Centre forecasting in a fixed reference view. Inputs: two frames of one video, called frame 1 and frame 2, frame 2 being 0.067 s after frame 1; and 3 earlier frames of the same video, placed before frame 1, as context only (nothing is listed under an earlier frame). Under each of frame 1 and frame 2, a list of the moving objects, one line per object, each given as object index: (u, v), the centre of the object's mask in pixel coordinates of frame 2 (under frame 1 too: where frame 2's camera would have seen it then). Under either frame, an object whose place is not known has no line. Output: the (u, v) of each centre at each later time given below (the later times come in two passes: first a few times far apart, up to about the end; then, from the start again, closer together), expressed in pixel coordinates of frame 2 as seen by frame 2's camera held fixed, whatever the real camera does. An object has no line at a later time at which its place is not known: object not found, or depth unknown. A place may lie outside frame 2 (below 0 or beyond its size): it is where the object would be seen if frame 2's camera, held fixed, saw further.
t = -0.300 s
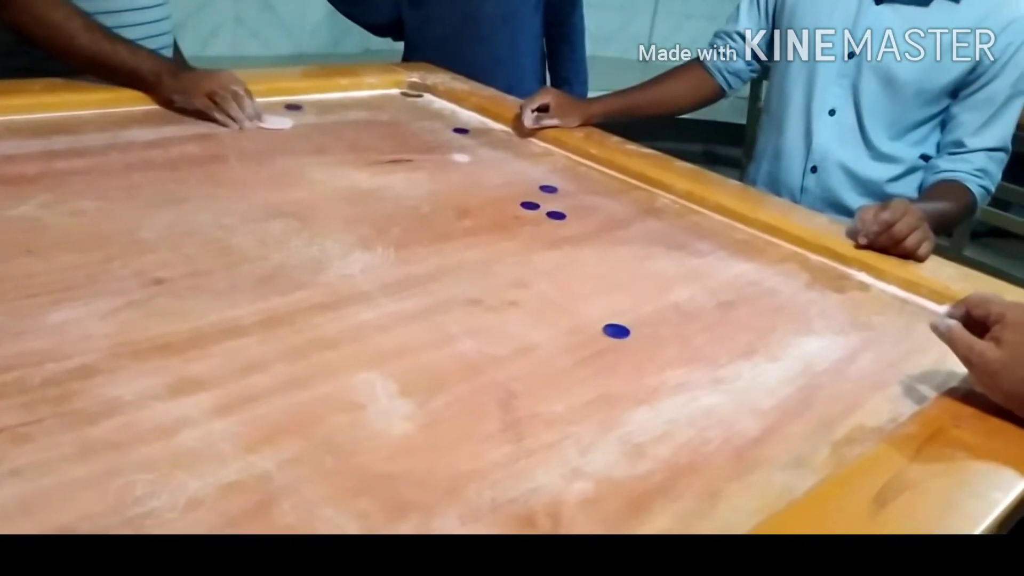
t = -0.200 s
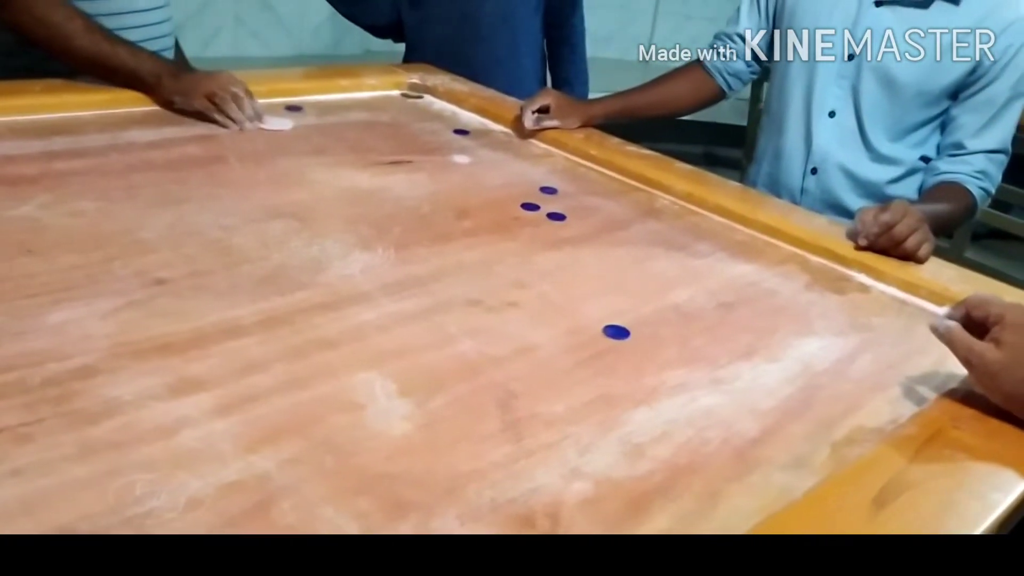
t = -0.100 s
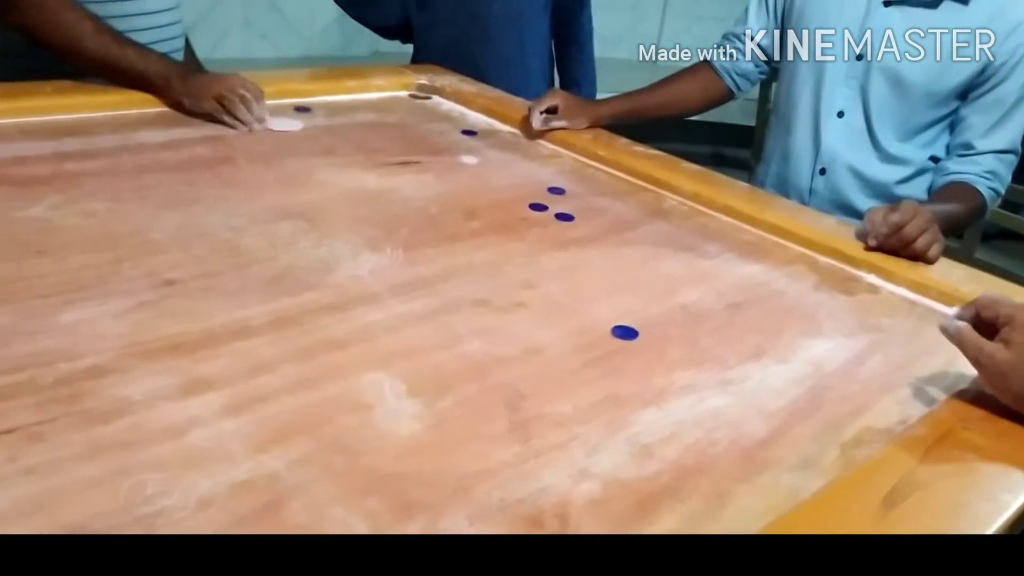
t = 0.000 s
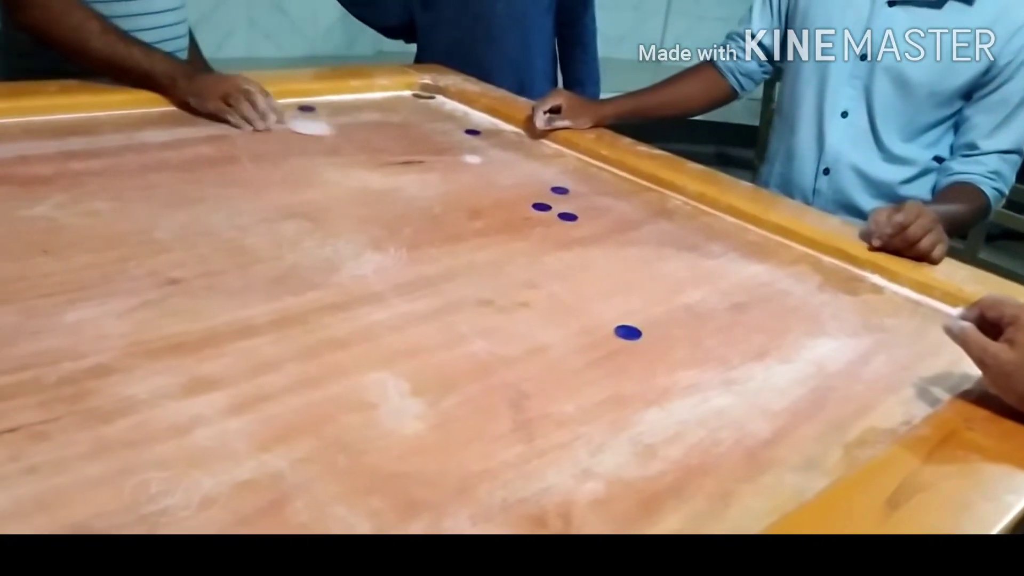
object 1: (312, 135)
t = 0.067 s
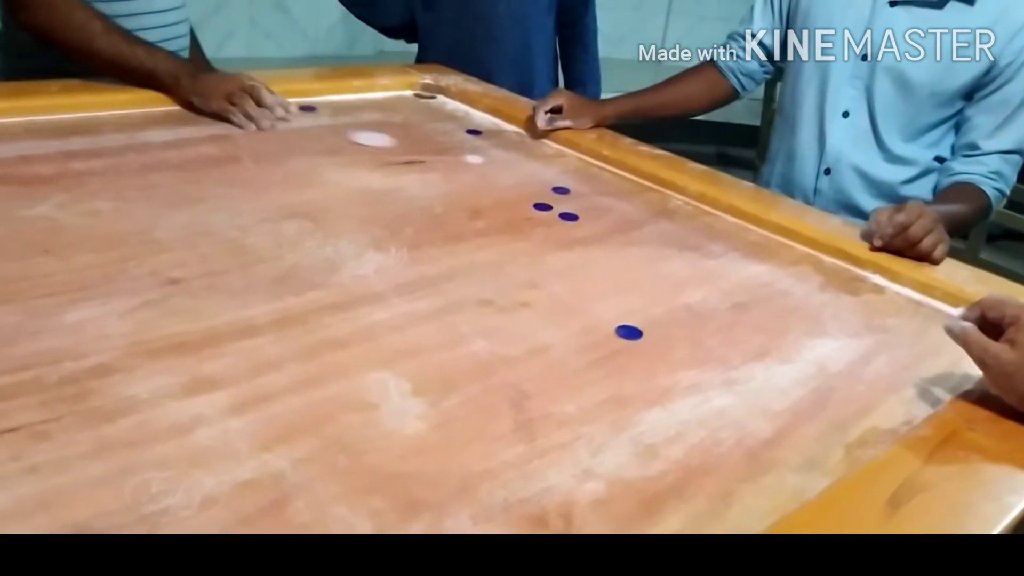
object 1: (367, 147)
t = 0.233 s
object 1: (500, 176)
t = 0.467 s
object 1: (650, 200)
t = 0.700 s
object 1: (702, 244)
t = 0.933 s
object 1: (745, 272)
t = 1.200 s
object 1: (780, 305)
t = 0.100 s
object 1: (399, 153)
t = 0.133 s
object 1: (438, 159)
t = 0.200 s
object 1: (474, 171)
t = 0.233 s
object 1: (500, 176)
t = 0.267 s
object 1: (522, 179)
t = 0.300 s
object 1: (545, 180)
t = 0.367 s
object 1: (592, 189)
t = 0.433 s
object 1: (628, 197)
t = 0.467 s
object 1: (650, 200)
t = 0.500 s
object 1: (666, 206)
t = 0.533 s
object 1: (672, 212)
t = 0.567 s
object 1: (676, 218)
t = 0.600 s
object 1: (681, 223)
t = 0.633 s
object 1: (686, 229)
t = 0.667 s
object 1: (694, 235)
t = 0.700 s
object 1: (702, 244)
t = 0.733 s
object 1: (706, 248)
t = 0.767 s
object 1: (714, 253)
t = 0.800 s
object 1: (720, 259)
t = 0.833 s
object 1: (727, 265)
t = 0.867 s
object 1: (735, 271)
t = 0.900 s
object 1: (737, 276)
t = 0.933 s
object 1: (745, 272)
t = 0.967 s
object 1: (751, 277)
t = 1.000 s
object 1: (757, 283)
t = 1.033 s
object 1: (762, 287)
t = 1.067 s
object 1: (766, 291)
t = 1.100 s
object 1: (770, 295)
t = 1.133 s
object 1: (774, 299)
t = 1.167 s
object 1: (777, 302)
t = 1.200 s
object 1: (780, 305)
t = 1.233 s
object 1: (783, 307)
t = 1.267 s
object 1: (784, 309)
